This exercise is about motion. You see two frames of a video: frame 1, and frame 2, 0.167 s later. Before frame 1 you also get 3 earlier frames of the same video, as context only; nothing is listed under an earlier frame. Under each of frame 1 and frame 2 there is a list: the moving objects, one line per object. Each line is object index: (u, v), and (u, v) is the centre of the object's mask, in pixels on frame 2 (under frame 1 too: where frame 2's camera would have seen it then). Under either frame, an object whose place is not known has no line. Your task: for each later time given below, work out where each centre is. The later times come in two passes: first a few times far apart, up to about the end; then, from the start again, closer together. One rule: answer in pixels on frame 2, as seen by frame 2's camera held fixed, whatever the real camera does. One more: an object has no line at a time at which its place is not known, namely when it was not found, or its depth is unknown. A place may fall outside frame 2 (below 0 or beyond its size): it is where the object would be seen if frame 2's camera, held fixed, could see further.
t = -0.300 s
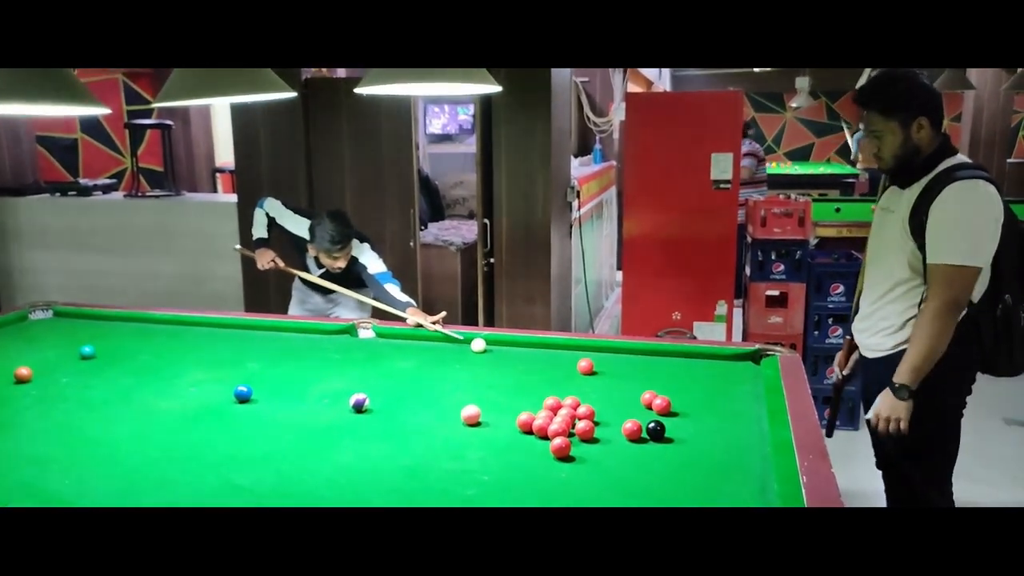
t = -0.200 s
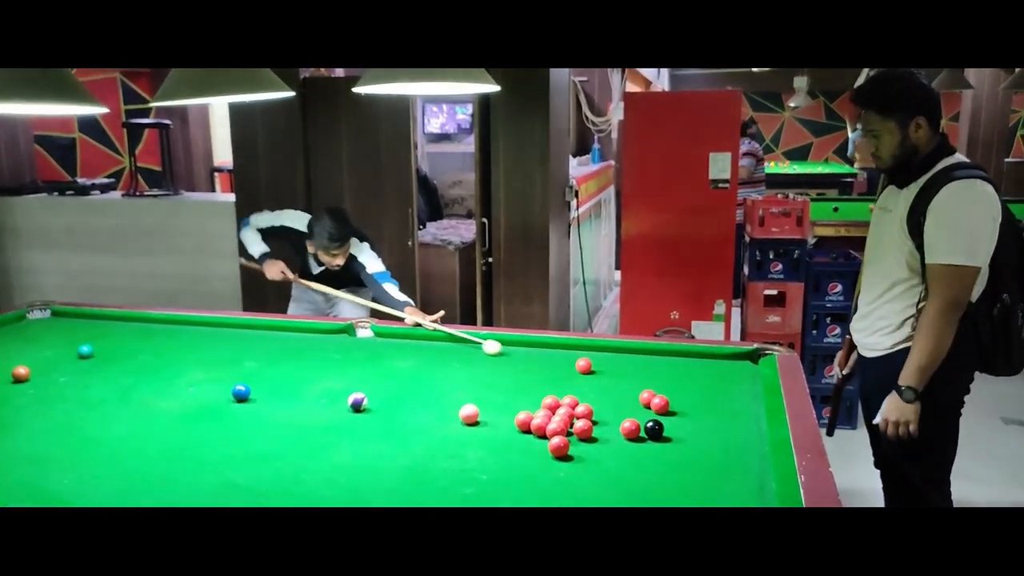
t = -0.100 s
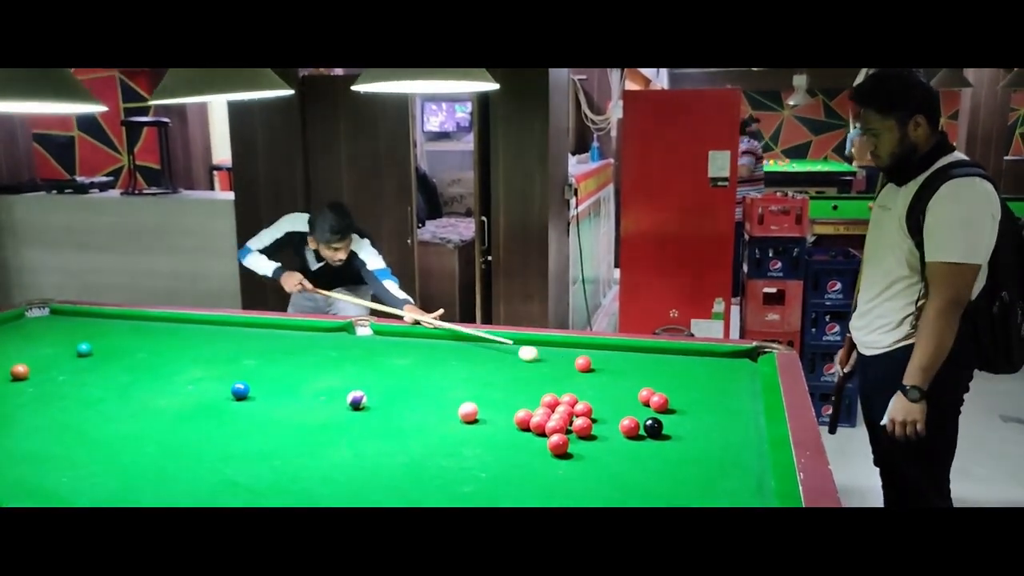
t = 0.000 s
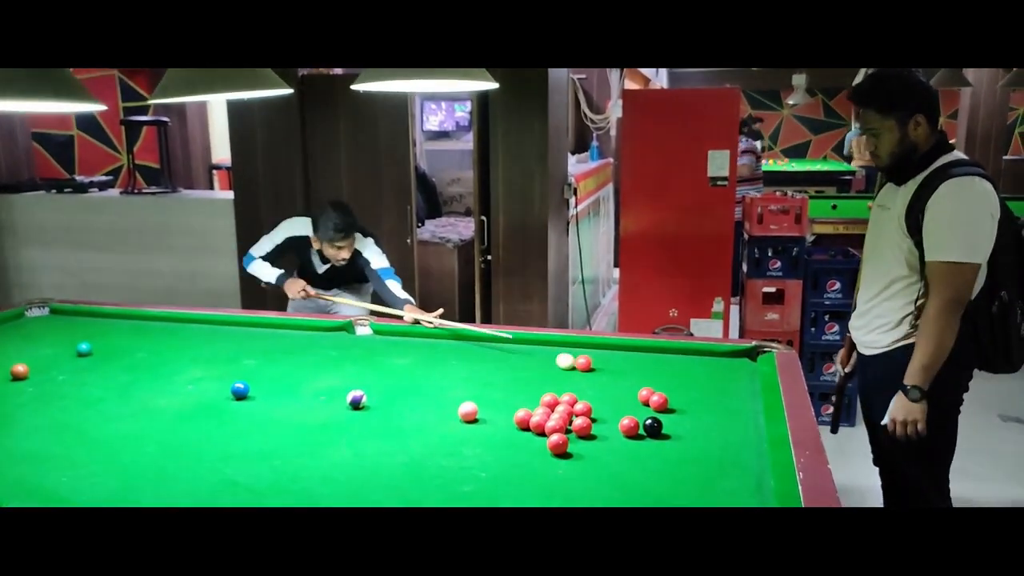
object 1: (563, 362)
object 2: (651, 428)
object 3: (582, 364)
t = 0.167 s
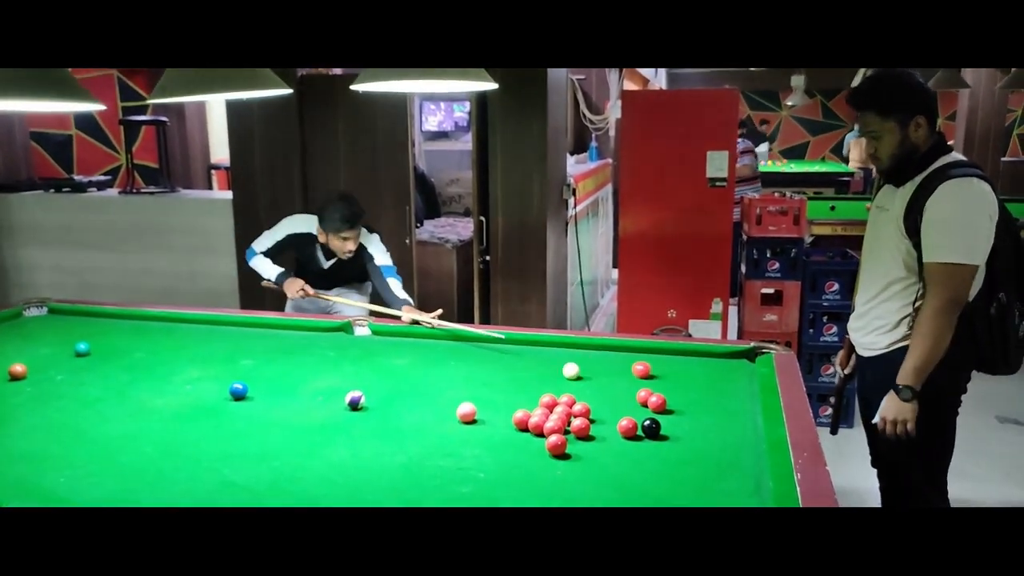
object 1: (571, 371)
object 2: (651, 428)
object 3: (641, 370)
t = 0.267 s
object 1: (579, 376)
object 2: (651, 428)
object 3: (671, 373)
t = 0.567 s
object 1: (605, 394)
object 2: (651, 428)
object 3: (734, 380)
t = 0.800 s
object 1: (626, 408)
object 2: (651, 427)
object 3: (683, 378)
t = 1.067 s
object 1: (644, 421)
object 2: (659, 433)
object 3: (630, 375)
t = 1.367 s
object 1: (651, 425)
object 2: (677, 447)
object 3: (574, 373)
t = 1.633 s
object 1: (656, 427)
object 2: (691, 459)
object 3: (528, 371)
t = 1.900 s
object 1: (657, 428)
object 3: (487, 370)
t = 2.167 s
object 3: (449, 369)
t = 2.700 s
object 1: (658, 429)
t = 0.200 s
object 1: (573, 373)
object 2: (651, 428)
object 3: (651, 371)
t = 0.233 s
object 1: (576, 374)
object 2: (651, 428)
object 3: (661, 372)
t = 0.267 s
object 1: (579, 376)
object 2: (651, 428)
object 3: (671, 373)
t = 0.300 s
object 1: (582, 379)
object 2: (651, 428)
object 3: (682, 374)
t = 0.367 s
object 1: (587, 382)
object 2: (651, 428)
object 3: (702, 376)
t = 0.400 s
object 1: (590, 385)
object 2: (651, 428)
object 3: (713, 377)
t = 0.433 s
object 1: (593, 386)
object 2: (651, 428)
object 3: (723, 378)
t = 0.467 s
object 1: (596, 388)
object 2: (651, 428)
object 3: (734, 379)
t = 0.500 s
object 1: (599, 390)
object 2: (651, 428)
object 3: (744, 380)
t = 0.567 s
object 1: (605, 394)
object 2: (651, 428)
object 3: (734, 380)
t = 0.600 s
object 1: (608, 397)
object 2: (651, 427)
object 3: (727, 379)
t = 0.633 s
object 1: (611, 399)
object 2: (651, 427)
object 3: (719, 379)
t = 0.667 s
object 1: (614, 401)
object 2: (651, 428)
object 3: (712, 379)
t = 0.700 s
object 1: (617, 403)
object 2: (651, 428)
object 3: (705, 379)
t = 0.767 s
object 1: (623, 407)
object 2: (651, 427)
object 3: (690, 378)
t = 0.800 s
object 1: (626, 408)
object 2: (651, 427)
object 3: (683, 378)
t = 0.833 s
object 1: (630, 410)
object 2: (651, 428)
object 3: (676, 377)
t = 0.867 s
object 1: (634, 412)
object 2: (651, 428)
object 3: (669, 377)
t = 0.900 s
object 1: (637, 414)
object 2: (651, 428)
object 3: (663, 377)
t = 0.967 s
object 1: (641, 417)
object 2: (653, 429)
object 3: (649, 376)
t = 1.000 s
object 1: (642, 418)
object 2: (655, 431)
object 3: (643, 375)
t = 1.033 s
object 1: (643, 420)
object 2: (657, 432)
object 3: (636, 376)
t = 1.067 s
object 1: (644, 421)
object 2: (659, 433)
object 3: (630, 375)
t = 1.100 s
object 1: (645, 421)
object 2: (661, 435)
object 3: (623, 375)
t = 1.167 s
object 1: (647, 422)
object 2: (665, 438)
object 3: (611, 375)
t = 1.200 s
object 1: (647, 422)
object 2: (667, 440)
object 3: (604, 374)
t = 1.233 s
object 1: (648, 423)
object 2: (669, 441)
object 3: (598, 374)
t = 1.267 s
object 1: (649, 423)
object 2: (671, 443)
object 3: (592, 374)
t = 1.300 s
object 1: (649, 424)
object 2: (673, 444)
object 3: (586, 374)
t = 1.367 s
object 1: (651, 425)
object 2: (677, 447)
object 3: (574, 373)
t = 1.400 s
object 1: (652, 425)
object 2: (678, 449)
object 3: (568, 373)
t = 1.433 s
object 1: (653, 425)
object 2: (680, 450)
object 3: (562, 373)
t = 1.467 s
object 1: (653, 426)
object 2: (682, 452)
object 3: (556, 372)
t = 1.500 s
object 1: (654, 426)
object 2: (684, 453)
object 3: (551, 372)
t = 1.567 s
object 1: (655, 427)
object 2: (688, 456)
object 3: (539, 372)
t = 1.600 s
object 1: (655, 427)
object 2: (689, 458)
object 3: (534, 372)
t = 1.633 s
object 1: (656, 427)
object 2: (691, 459)
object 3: (528, 371)
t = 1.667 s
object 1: (656, 428)
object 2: (693, 461)
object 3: (523, 371)
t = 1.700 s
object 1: (656, 427)
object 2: (695, 462)
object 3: (518, 371)
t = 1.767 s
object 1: (657, 428)
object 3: (507, 371)
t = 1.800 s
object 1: (657, 428)
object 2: (700, 466)
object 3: (502, 371)
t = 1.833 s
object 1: (657, 428)
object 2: (702, 467)
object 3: (497, 370)
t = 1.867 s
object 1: (657, 428)
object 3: (492, 370)
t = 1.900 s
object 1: (657, 428)
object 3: (487, 370)
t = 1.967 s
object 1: (657, 428)
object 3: (477, 370)
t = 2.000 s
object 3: (472, 369)
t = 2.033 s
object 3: (467, 369)
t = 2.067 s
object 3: (462, 369)
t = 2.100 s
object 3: (458, 369)
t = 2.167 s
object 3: (449, 369)
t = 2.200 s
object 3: (444, 368)
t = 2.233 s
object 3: (440, 368)
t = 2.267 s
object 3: (435, 368)
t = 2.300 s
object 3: (431, 368)
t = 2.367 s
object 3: (423, 368)
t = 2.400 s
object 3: (419, 368)
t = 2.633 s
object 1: (658, 429)
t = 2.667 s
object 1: (658, 429)
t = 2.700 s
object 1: (658, 429)
